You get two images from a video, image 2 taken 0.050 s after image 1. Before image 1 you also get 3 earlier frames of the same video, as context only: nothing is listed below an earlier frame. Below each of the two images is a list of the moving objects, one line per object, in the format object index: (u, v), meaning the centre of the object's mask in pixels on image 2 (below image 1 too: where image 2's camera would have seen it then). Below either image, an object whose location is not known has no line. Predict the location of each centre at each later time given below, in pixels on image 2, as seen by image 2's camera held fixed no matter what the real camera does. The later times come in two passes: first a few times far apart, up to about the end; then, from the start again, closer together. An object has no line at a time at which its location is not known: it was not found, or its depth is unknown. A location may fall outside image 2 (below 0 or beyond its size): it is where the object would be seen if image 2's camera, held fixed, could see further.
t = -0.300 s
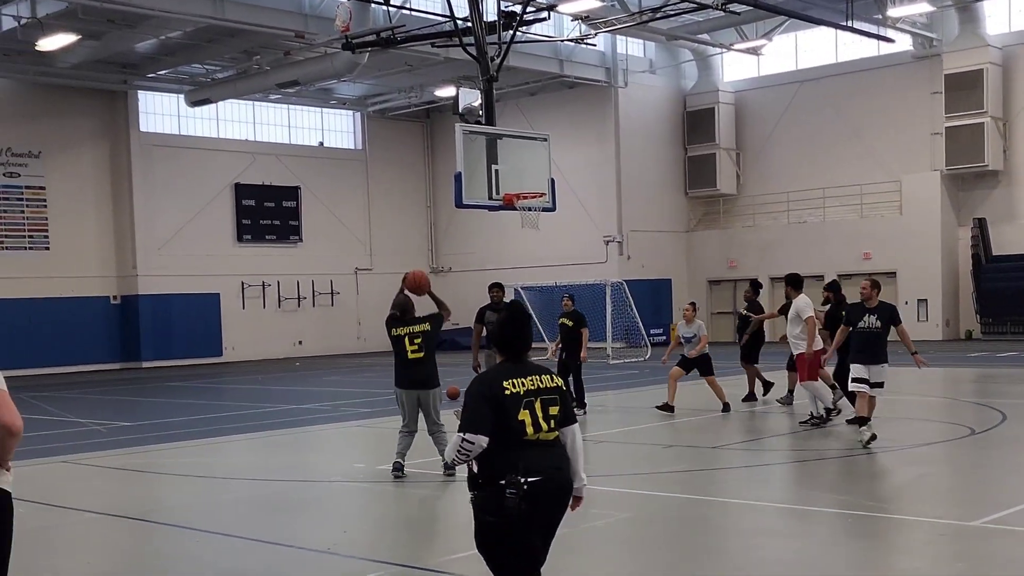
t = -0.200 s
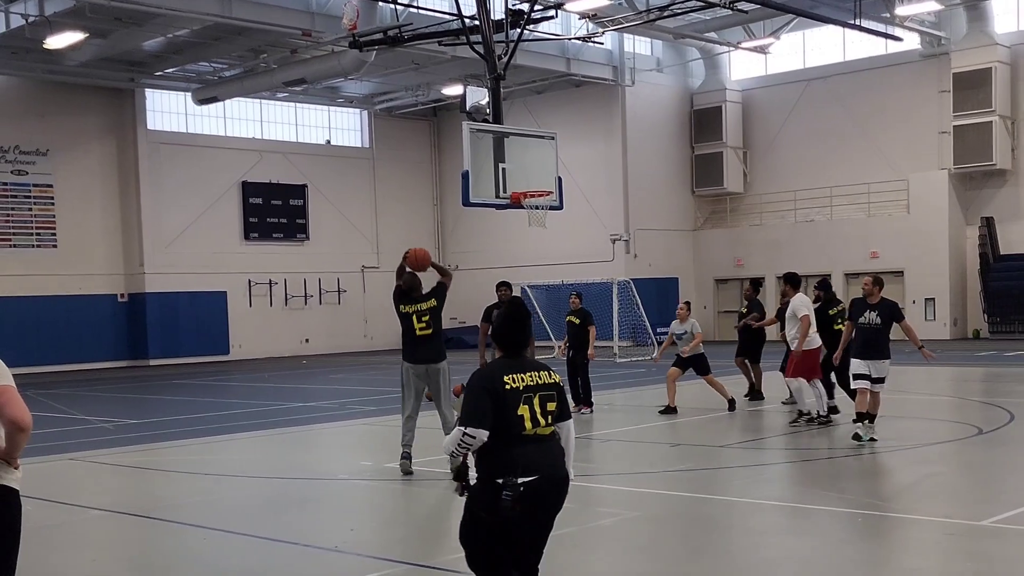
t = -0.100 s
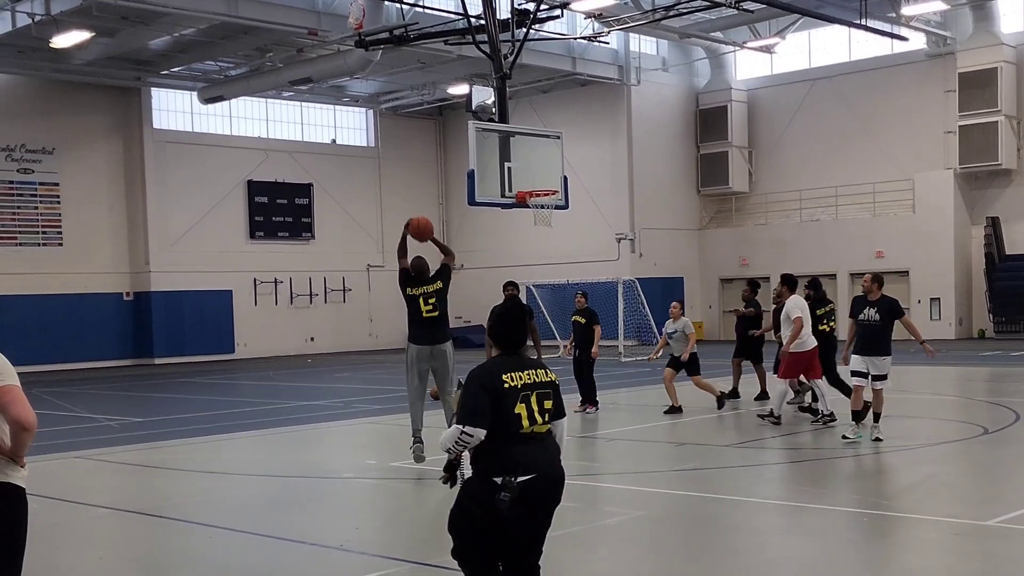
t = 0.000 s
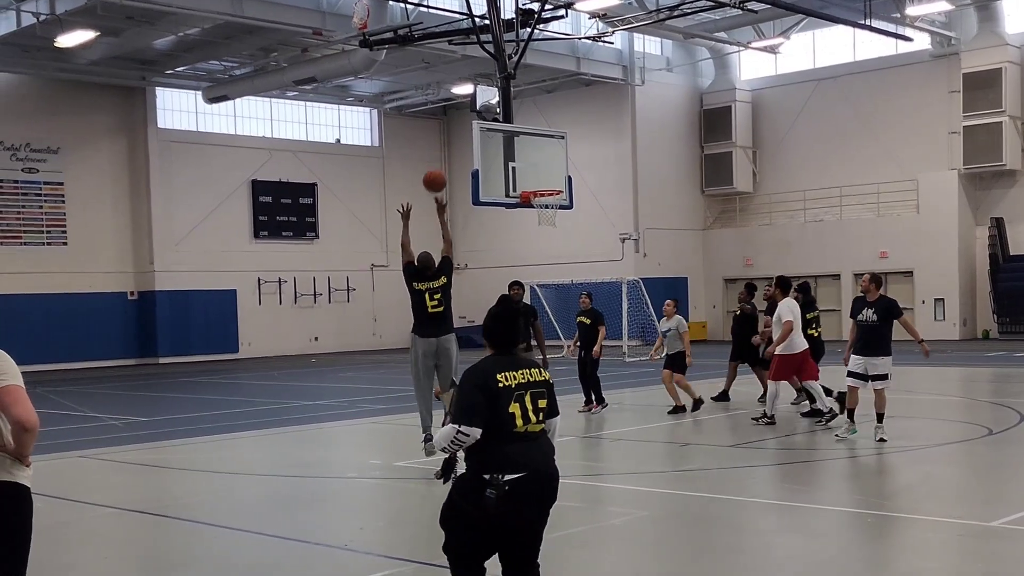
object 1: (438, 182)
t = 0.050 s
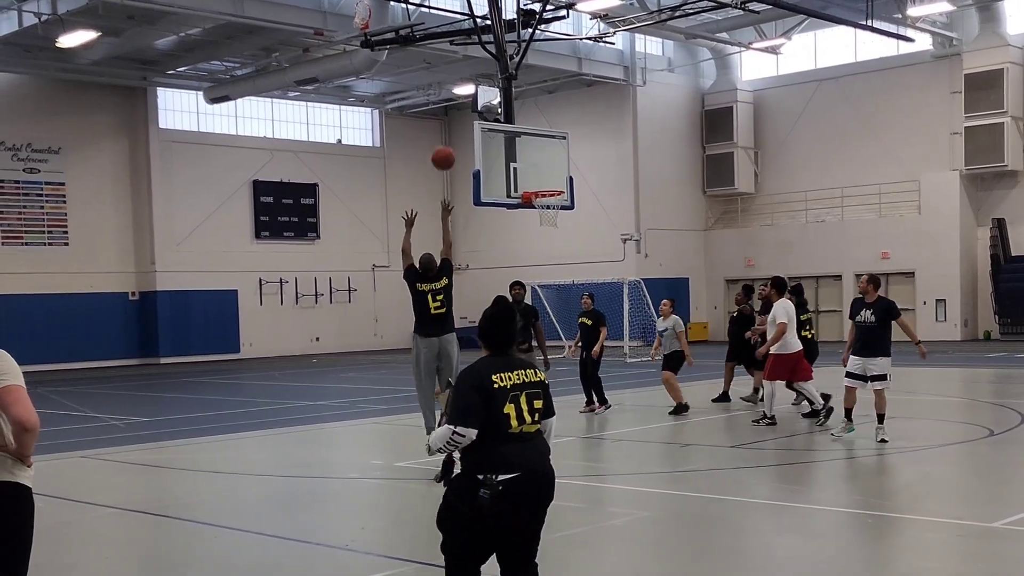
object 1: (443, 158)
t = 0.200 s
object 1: (462, 110)
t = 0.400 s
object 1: (483, 83)
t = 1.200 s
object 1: (540, 181)
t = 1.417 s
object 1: (579, 194)
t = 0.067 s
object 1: (445, 151)
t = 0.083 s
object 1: (447, 145)
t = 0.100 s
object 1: (449, 139)
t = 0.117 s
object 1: (451, 133)
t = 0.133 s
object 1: (453, 128)
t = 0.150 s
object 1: (455, 123)
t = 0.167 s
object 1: (457, 118)
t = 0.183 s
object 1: (460, 114)
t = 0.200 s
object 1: (462, 110)
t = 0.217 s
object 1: (463, 106)
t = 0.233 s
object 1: (465, 103)
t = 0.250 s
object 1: (467, 100)
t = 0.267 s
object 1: (470, 96)
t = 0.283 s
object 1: (471, 95)
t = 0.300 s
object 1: (473, 91)
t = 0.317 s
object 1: (474, 89)
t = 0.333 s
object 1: (477, 87)
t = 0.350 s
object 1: (479, 85)
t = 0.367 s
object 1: (481, 84)
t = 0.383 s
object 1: (482, 83)
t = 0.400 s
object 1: (483, 83)
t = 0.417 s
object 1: (485, 82)
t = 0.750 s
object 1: (521, 117)
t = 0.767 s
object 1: (522, 121)
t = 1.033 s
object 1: (543, 190)
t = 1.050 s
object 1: (543, 190)
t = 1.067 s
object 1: (543, 190)
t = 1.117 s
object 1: (541, 184)
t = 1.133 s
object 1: (541, 183)
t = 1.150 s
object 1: (541, 183)
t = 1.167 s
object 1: (540, 182)
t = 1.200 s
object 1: (540, 181)
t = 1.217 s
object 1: (541, 181)
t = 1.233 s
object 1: (545, 181)
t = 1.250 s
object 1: (548, 181)
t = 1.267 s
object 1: (551, 182)
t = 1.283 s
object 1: (554, 182)
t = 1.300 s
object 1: (557, 182)
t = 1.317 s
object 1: (560, 184)
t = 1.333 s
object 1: (563, 185)
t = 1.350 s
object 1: (566, 186)
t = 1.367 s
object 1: (569, 188)
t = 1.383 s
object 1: (573, 189)
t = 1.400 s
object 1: (576, 192)
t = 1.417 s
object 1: (579, 194)
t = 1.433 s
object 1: (583, 196)
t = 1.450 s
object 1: (585, 199)
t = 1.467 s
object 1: (589, 201)
